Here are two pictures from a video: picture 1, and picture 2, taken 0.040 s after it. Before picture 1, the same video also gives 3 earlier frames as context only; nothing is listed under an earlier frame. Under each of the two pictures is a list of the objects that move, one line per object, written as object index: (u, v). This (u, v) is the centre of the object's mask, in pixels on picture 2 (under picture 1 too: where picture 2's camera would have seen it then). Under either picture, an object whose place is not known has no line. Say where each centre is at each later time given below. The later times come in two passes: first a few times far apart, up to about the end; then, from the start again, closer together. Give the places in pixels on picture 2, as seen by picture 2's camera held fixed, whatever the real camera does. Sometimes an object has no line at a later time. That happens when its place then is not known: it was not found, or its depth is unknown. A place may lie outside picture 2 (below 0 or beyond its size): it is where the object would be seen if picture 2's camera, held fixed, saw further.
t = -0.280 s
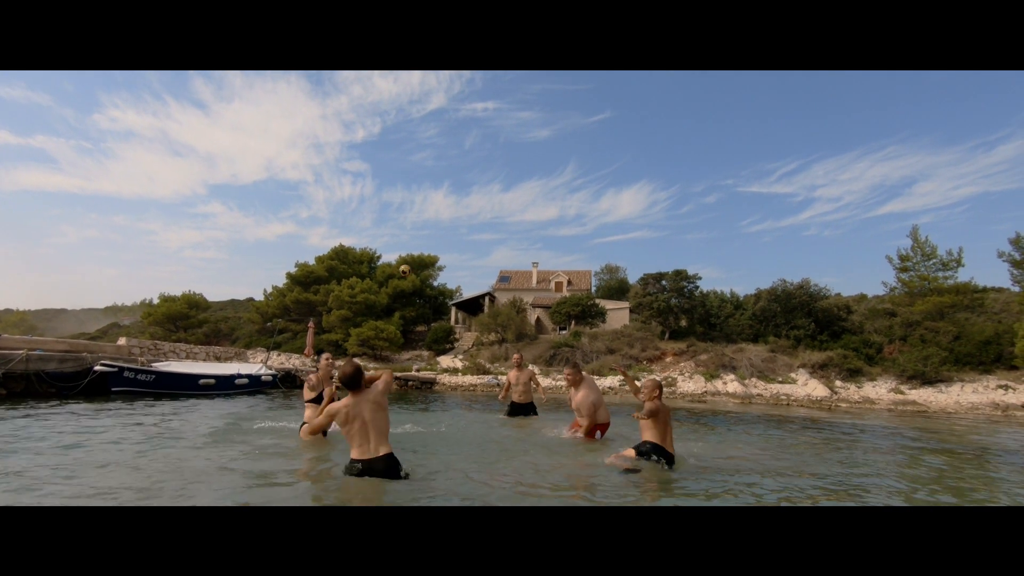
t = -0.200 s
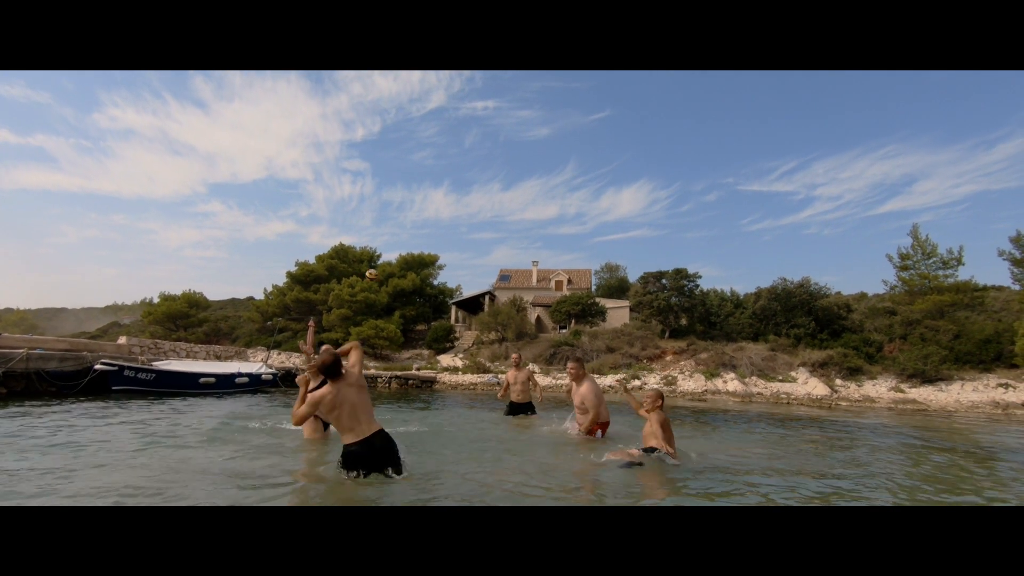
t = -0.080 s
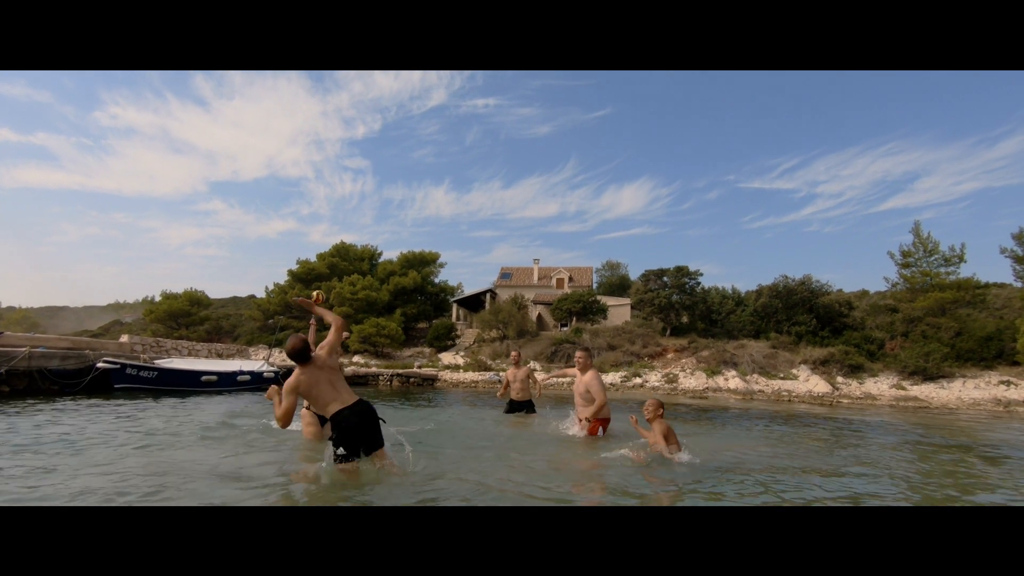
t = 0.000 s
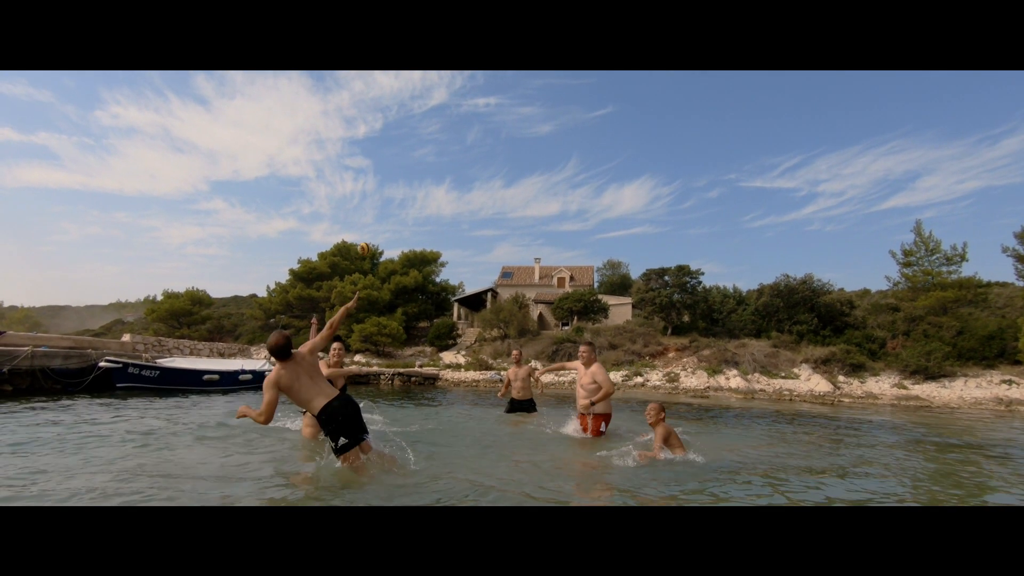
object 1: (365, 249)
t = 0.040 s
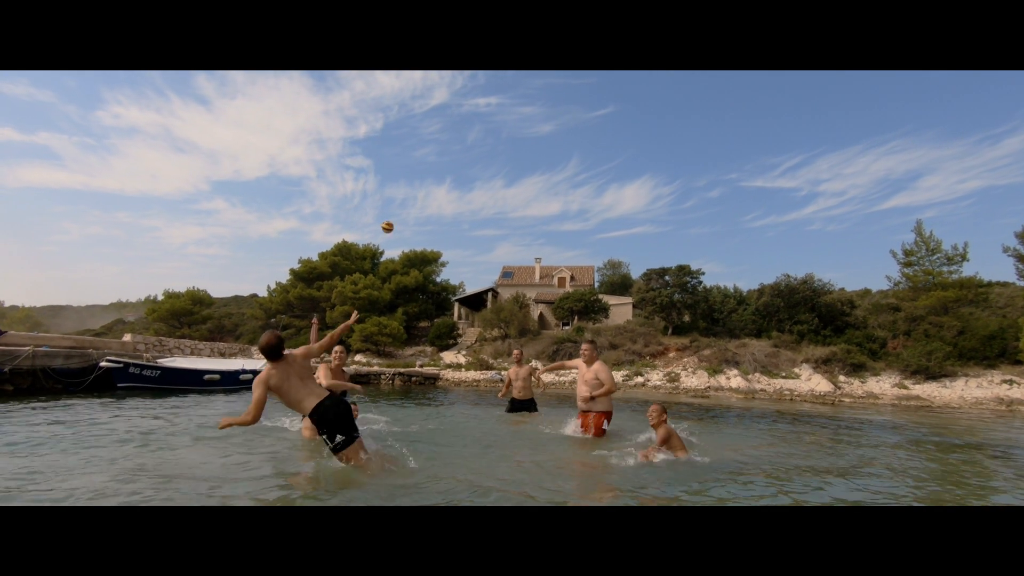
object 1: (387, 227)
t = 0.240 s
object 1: (484, 157)
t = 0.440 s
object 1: (561, 132)
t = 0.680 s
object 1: (635, 147)
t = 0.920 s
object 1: (699, 201)
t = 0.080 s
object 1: (409, 208)
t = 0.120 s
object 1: (429, 192)
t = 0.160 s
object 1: (448, 179)
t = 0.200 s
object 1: (466, 167)
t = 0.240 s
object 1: (484, 157)
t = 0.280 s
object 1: (500, 149)
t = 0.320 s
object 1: (516, 142)
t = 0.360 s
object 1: (532, 137)
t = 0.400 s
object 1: (547, 134)
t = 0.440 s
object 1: (561, 132)
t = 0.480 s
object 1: (574, 131)
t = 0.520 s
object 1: (587, 132)
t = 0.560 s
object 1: (599, 134)
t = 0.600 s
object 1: (612, 137)
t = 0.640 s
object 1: (623, 142)
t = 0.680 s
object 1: (635, 147)
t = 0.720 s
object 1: (646, 154)
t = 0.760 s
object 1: (657, 161)
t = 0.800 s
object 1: (668, 170)
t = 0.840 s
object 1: (678, 179)
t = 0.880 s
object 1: (689, 190)
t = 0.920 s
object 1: (699, 201)
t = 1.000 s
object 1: (719, 227)
